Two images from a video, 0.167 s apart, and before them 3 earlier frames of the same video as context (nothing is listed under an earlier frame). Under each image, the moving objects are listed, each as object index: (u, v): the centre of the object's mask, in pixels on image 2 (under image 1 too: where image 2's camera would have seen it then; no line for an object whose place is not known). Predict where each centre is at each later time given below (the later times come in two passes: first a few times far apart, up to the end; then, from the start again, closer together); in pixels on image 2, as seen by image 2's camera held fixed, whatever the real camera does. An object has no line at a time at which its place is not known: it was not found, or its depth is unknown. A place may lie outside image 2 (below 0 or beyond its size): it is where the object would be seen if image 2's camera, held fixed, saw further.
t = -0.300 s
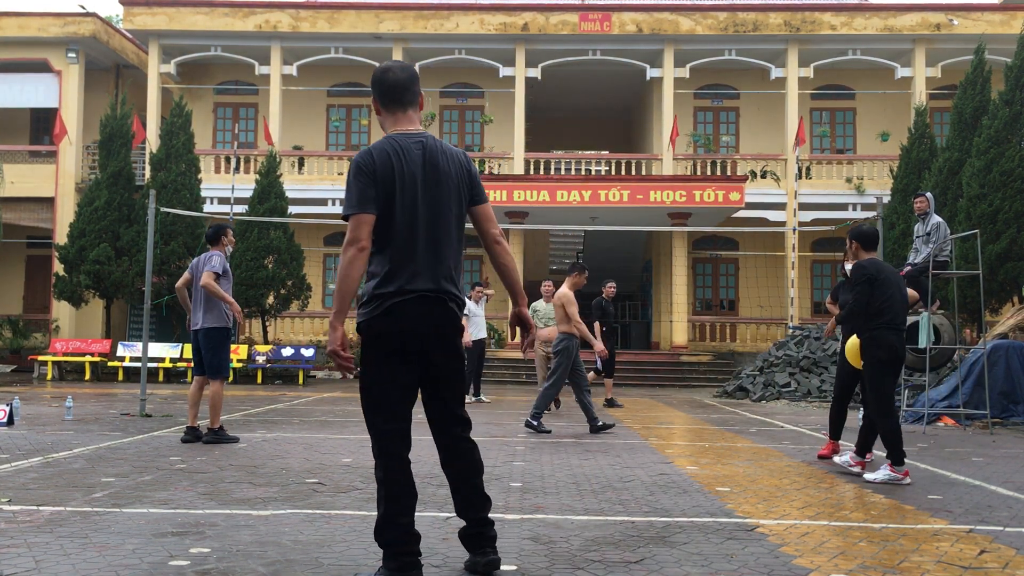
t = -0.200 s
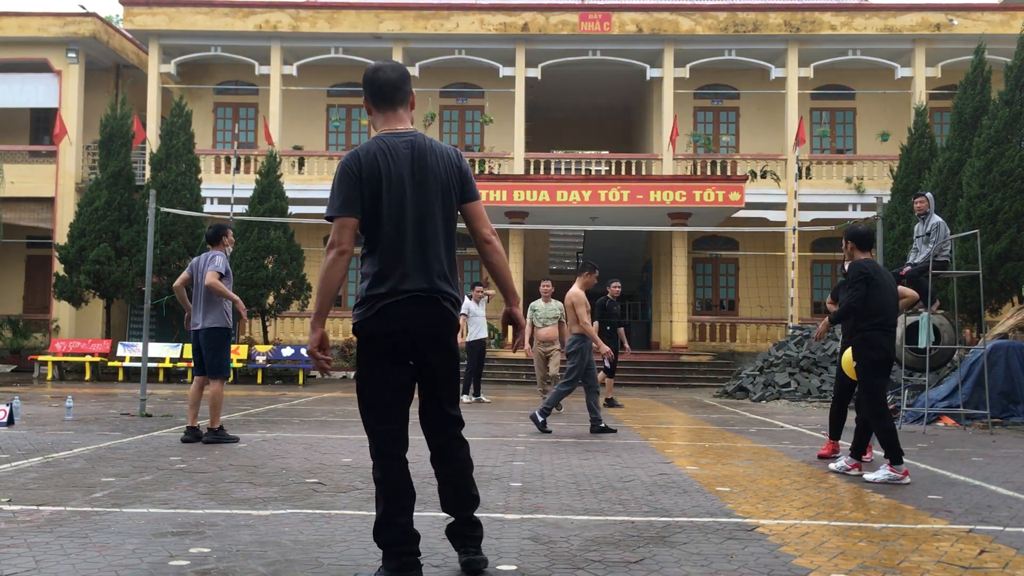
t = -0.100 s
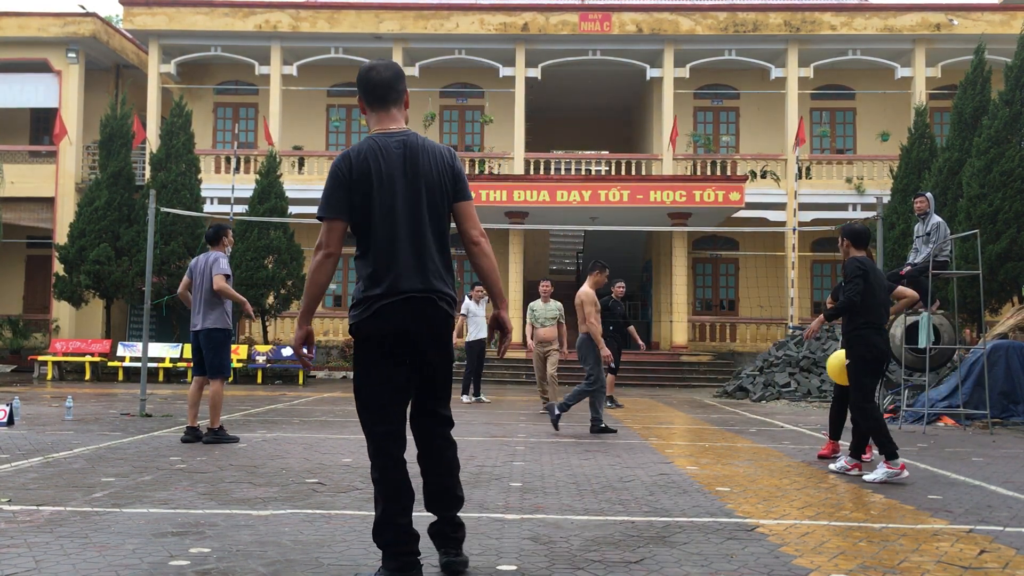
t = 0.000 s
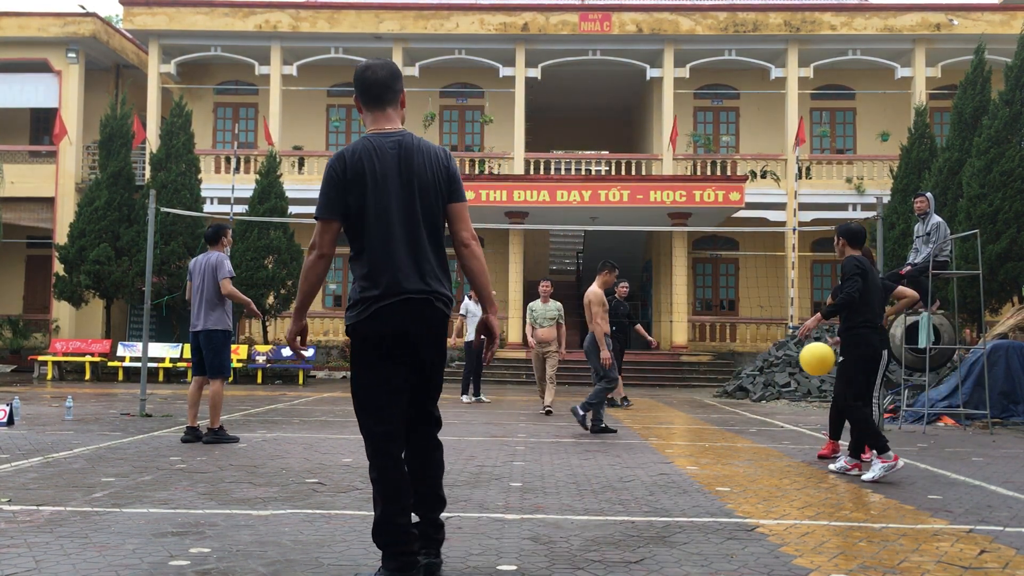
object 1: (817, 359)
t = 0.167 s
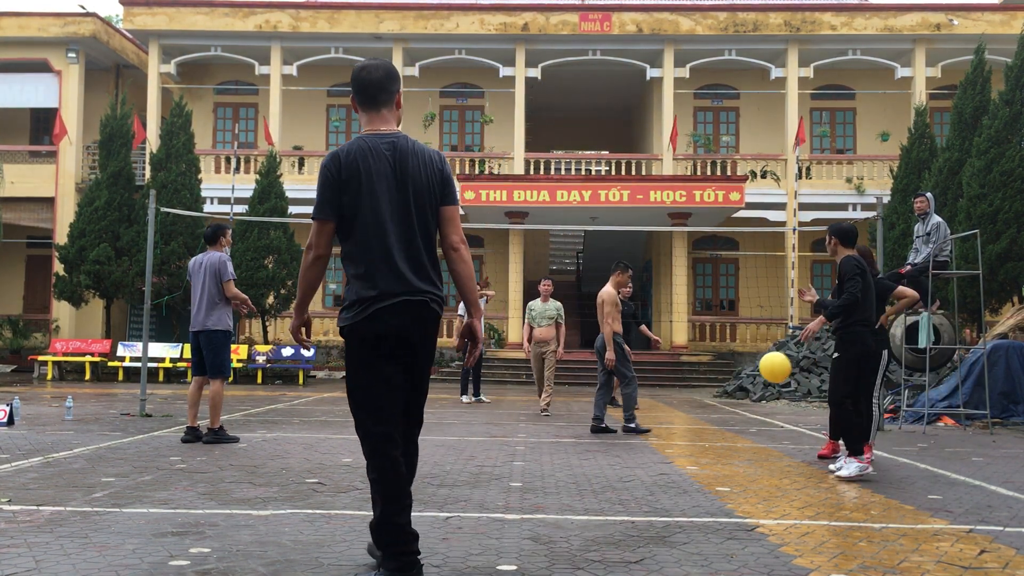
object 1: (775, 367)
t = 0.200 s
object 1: (768, 372)
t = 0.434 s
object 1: (726, 423)
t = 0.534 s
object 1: (714, 396)
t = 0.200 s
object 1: (768, 372)
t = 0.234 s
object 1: (761, 378)
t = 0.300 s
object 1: (748, 394)
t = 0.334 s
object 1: (742, 403)
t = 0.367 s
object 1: (736, 413)
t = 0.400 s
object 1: (730, 424)
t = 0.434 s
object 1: (726, 423)
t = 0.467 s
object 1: (722, 412)
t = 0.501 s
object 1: (718, 403)
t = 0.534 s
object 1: (714, 396)
